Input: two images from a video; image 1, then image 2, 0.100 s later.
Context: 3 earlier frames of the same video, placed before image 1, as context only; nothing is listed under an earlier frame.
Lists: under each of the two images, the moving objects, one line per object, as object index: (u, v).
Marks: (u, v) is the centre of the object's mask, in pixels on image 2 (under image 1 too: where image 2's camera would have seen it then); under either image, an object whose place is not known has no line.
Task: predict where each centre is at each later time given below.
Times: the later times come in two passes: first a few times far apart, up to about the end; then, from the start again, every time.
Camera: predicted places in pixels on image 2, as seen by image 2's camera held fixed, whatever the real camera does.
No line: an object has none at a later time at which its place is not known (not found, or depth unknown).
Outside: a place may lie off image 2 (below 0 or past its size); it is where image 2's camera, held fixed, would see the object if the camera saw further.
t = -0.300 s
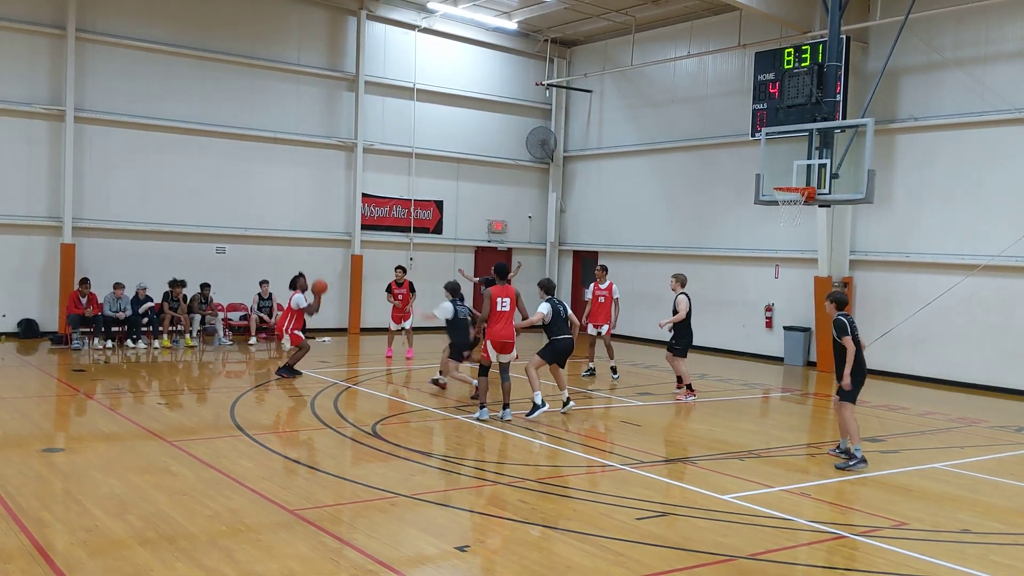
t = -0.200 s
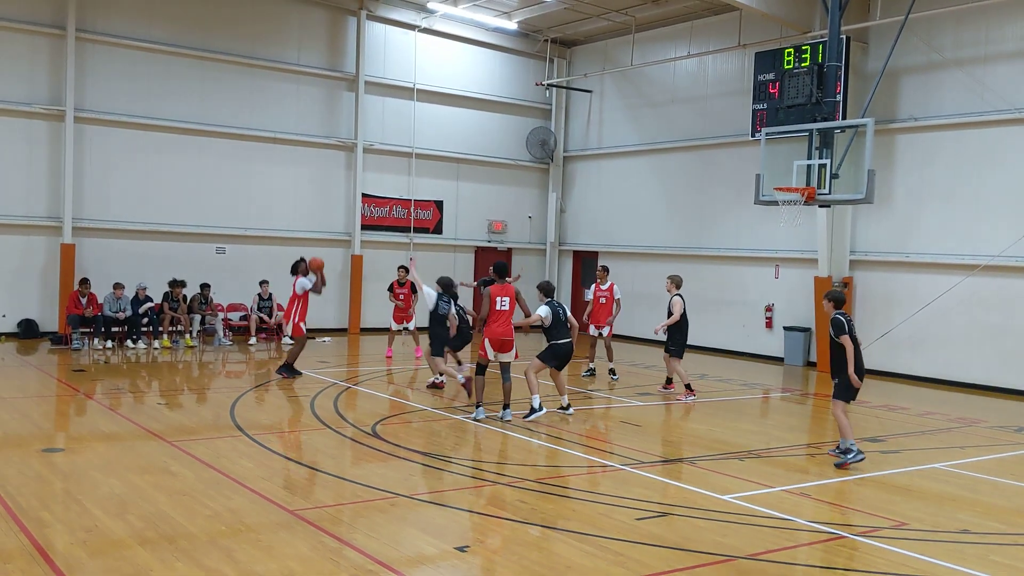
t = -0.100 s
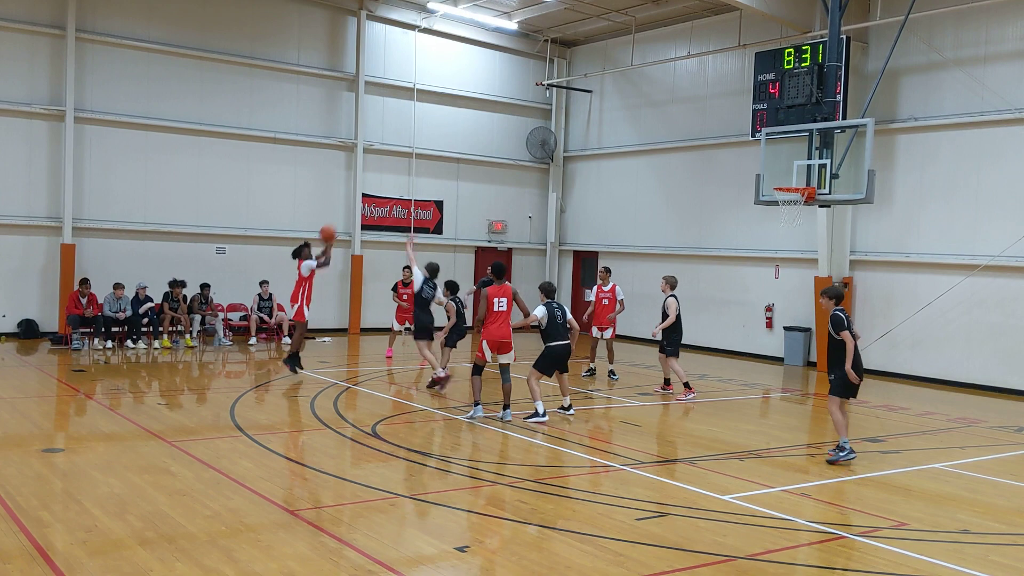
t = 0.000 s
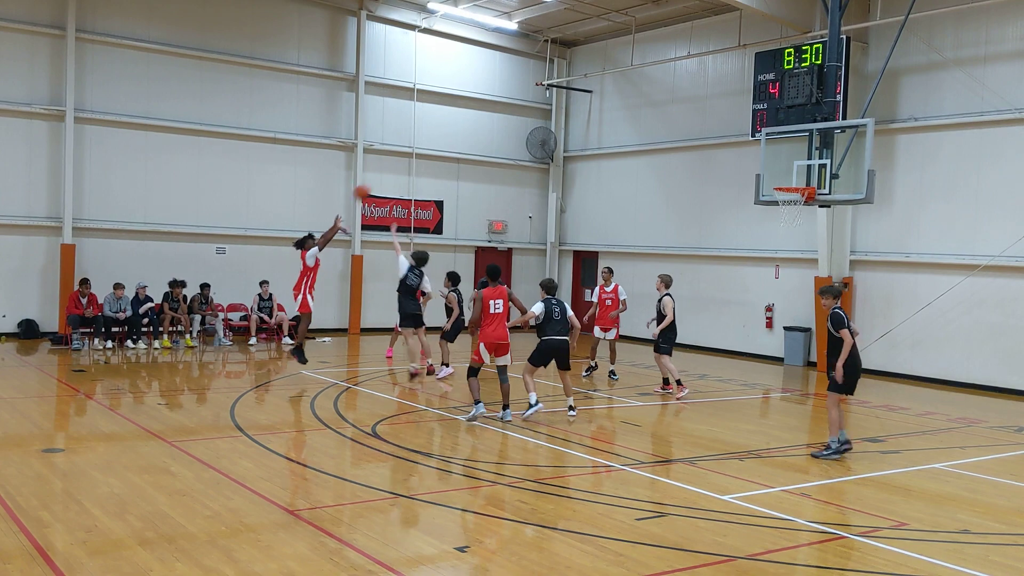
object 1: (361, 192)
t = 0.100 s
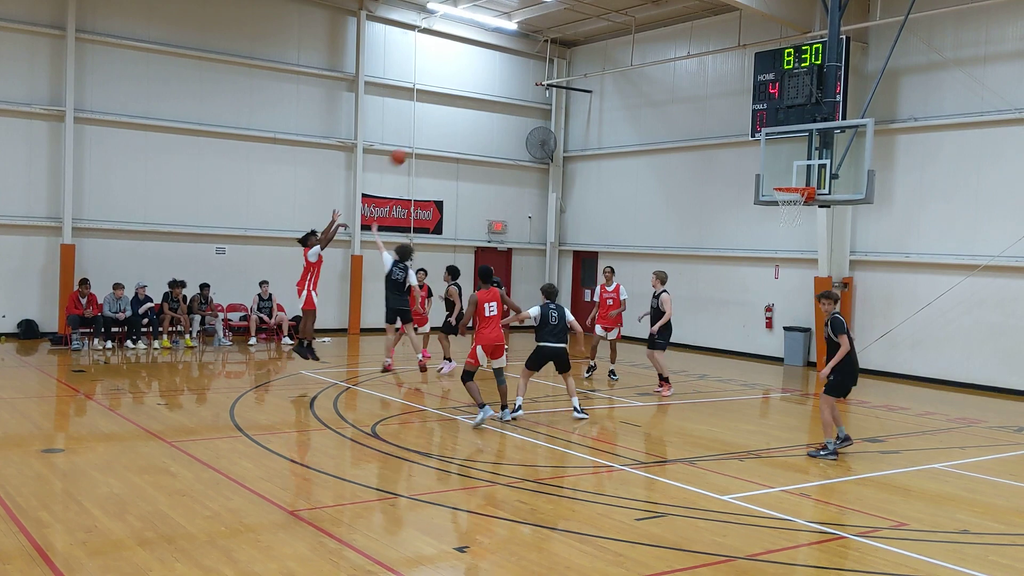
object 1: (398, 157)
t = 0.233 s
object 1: (446, 118)
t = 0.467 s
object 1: (531, 77)
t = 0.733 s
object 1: (627, 75)
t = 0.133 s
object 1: (410, 146)
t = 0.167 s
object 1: (423, 136)
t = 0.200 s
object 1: (434, 127)
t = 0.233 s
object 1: (446, 118)
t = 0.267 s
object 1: (458, 110)
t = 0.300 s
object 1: (470, 103)
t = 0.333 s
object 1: (483, 97)
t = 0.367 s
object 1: (495, 91)
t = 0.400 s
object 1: (507, 86)
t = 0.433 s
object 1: (519, 81)
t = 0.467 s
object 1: (531, 77)
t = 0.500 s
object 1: (543, 75)
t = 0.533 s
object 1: (555, 72)
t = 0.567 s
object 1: (567, 71)
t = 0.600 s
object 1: (579, 70)
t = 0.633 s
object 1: (591, 70)
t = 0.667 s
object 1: (603, 71)
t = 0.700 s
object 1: (615, 72)
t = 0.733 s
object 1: (627, 75)
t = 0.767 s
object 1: (639, 78)
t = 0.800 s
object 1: (651, 82)
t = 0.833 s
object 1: (663, 87)
